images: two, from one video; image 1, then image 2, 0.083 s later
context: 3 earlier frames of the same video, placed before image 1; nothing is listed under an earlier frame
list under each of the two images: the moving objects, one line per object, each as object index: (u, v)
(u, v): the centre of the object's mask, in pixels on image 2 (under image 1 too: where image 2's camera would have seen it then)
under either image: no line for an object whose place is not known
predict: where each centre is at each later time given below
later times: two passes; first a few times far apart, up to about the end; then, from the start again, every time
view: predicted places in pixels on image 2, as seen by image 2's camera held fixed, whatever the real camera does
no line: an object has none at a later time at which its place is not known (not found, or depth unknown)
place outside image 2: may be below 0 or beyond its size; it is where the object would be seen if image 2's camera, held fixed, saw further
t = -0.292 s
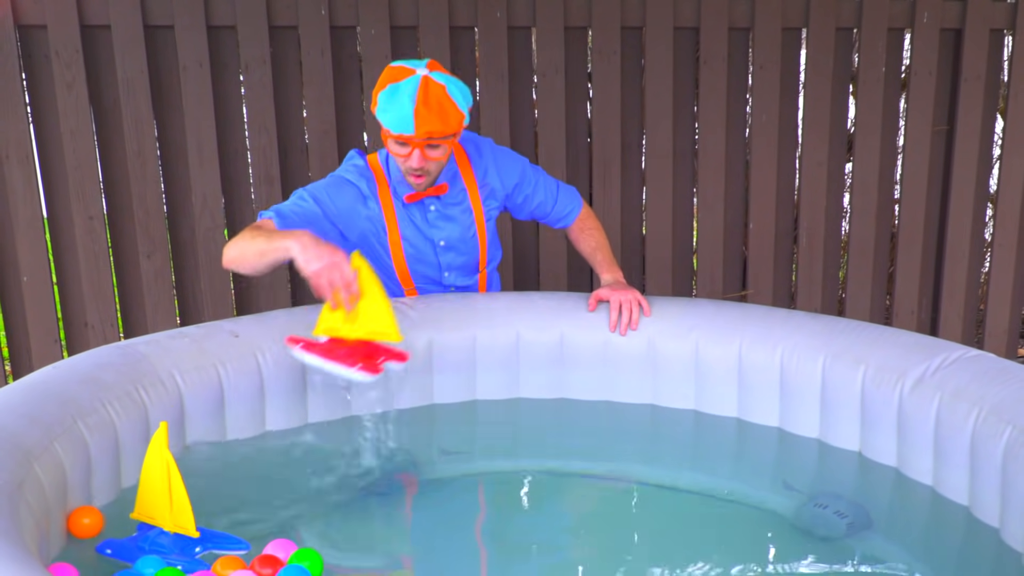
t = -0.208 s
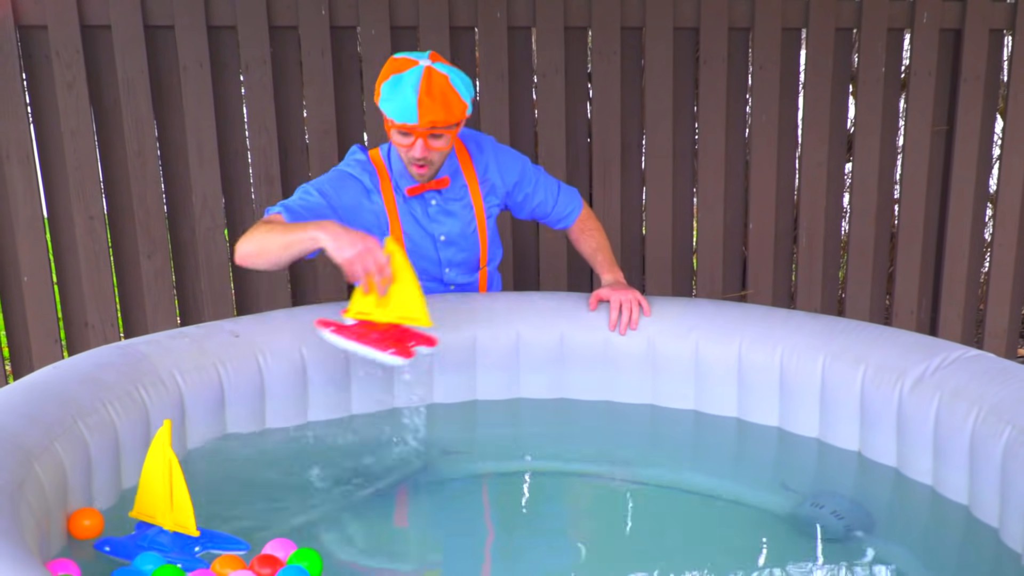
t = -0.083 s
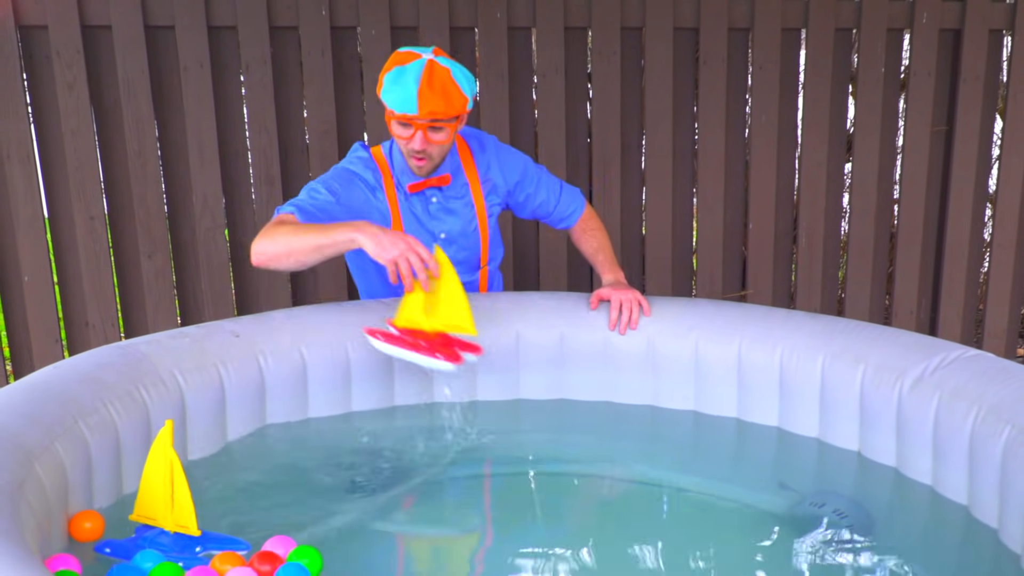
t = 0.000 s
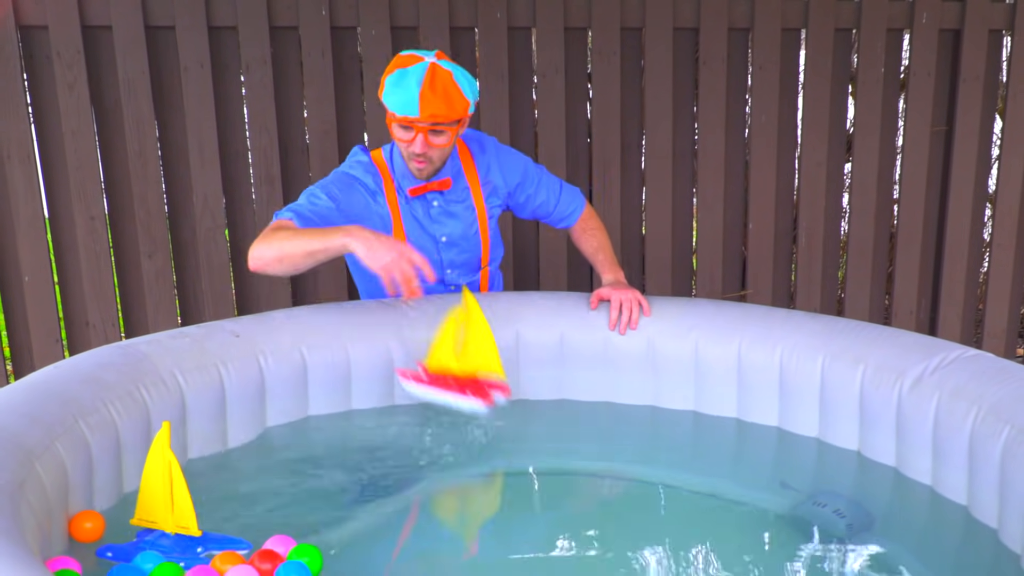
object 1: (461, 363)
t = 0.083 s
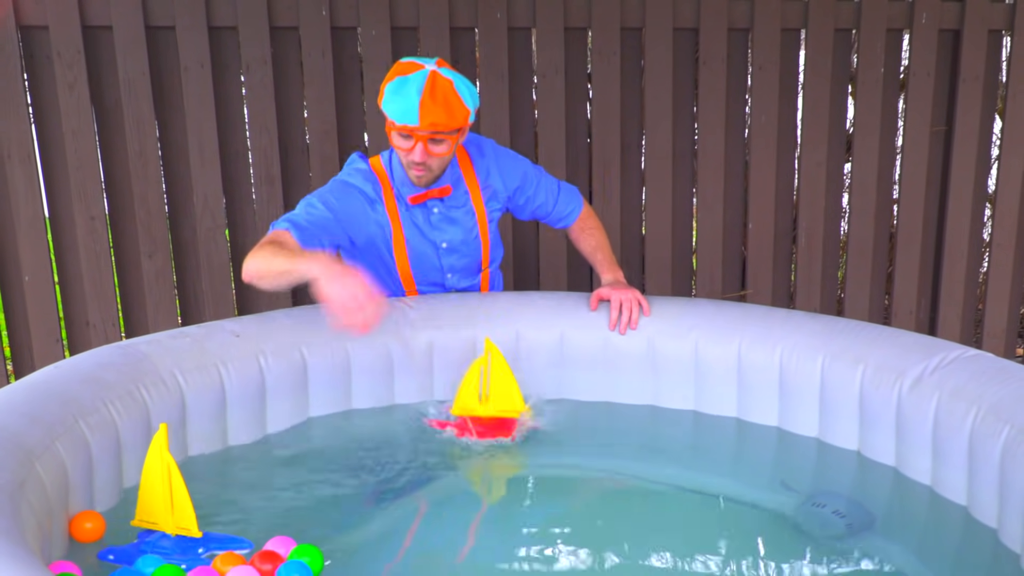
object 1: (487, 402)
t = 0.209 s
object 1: (503, 413)
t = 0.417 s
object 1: (527, 396)
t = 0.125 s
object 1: (497, 408)
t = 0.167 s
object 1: (502, 413)
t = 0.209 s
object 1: (503, 413)
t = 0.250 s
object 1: (507, 411)
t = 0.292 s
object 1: (511, 406)
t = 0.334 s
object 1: (516, 402)
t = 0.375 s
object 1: (522, 397)
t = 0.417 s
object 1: (527, 396)
